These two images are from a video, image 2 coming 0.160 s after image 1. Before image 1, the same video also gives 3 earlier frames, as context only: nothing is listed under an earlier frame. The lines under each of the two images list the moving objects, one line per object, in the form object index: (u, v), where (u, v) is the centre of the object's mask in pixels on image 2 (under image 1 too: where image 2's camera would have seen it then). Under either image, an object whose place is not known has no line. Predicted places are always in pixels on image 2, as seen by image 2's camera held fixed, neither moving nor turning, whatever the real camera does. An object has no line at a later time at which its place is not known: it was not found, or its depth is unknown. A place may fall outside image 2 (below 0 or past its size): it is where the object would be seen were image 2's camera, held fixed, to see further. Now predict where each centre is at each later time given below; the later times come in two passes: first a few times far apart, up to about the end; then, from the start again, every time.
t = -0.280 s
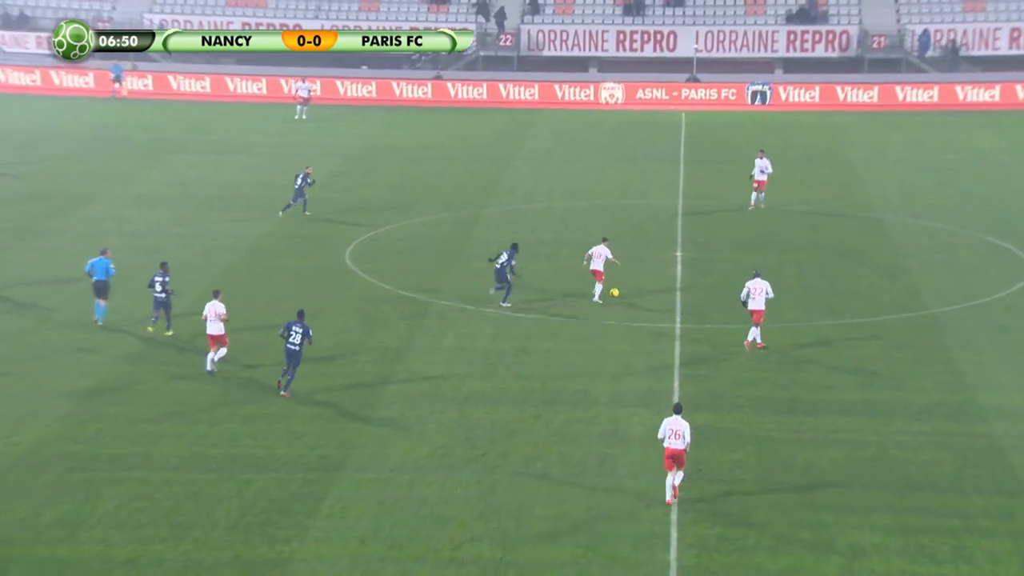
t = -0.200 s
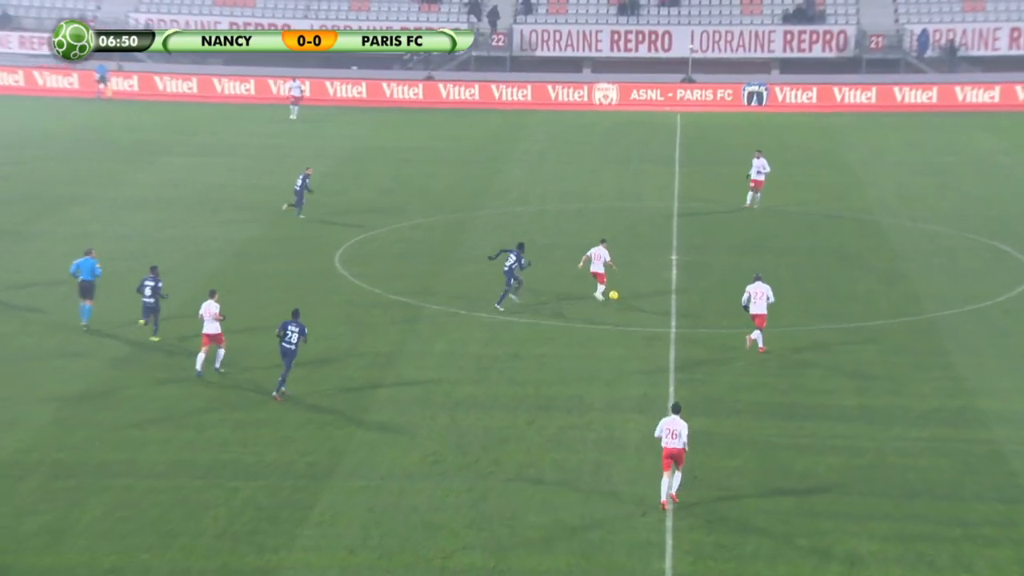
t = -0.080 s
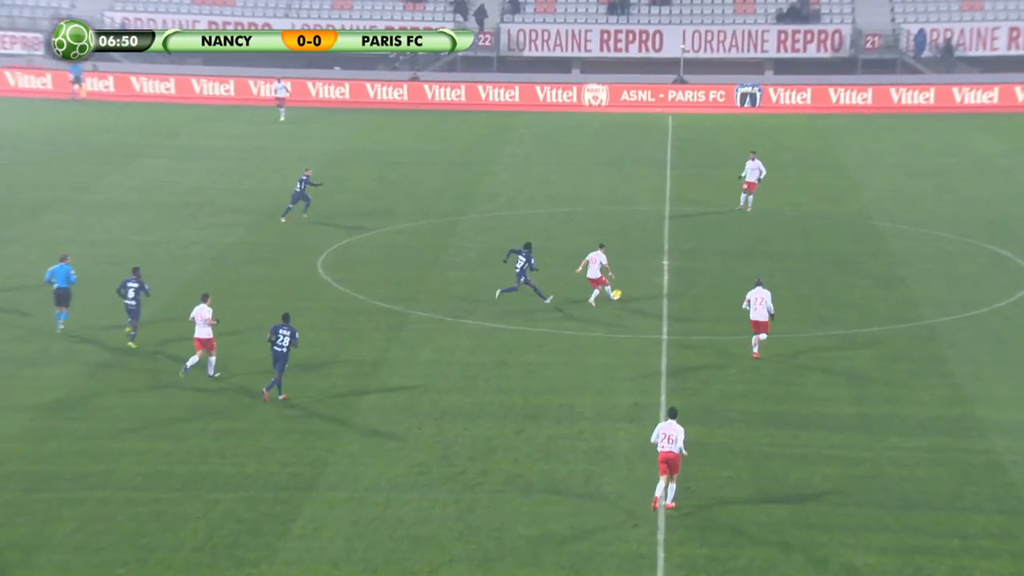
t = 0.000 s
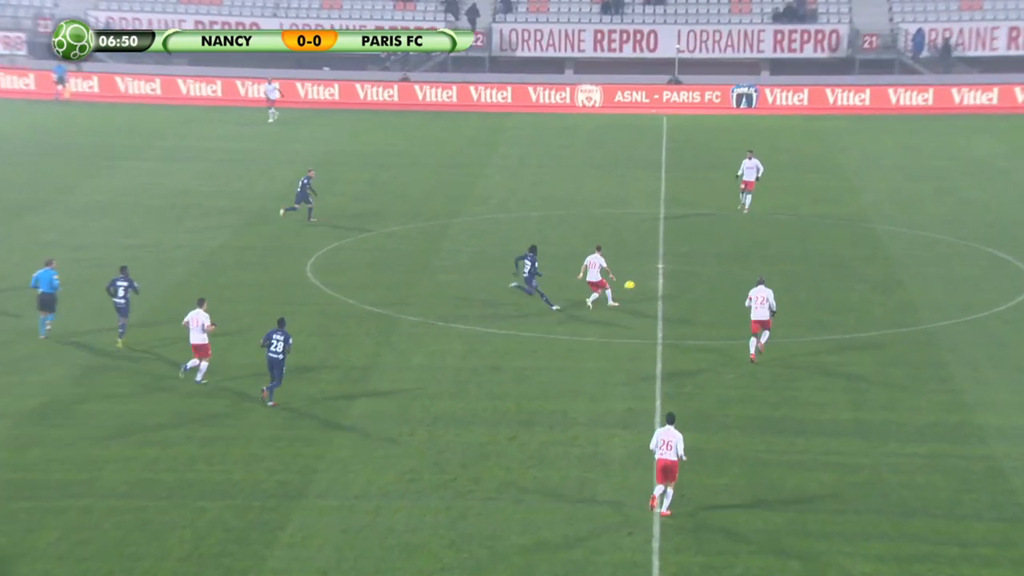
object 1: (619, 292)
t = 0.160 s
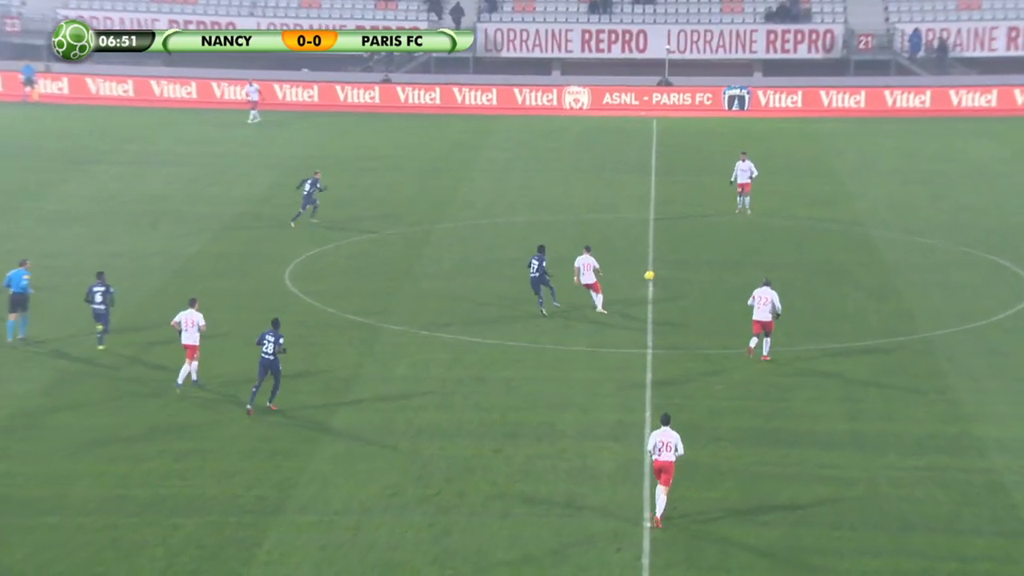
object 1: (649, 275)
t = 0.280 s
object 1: (666, 261)
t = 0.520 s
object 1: (689, 241)
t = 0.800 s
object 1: (707, 224)
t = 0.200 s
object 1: (654, 270)
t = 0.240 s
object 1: (660, 265)
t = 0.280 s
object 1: (666, 261)
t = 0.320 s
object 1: (670, 258)
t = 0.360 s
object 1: (675, 255)
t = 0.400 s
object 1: (679, 251)
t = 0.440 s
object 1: (682, 247)
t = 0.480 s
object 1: (686, 244)
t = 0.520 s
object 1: (689, 241)
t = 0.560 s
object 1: (692, 239)
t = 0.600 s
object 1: (696, 236)
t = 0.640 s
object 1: (698, 232)
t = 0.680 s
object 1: (700, 230)
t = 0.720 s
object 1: (703, 228)
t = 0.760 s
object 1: (705, 227)
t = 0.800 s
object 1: (707, 224)
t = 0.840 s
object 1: (708, 222)
